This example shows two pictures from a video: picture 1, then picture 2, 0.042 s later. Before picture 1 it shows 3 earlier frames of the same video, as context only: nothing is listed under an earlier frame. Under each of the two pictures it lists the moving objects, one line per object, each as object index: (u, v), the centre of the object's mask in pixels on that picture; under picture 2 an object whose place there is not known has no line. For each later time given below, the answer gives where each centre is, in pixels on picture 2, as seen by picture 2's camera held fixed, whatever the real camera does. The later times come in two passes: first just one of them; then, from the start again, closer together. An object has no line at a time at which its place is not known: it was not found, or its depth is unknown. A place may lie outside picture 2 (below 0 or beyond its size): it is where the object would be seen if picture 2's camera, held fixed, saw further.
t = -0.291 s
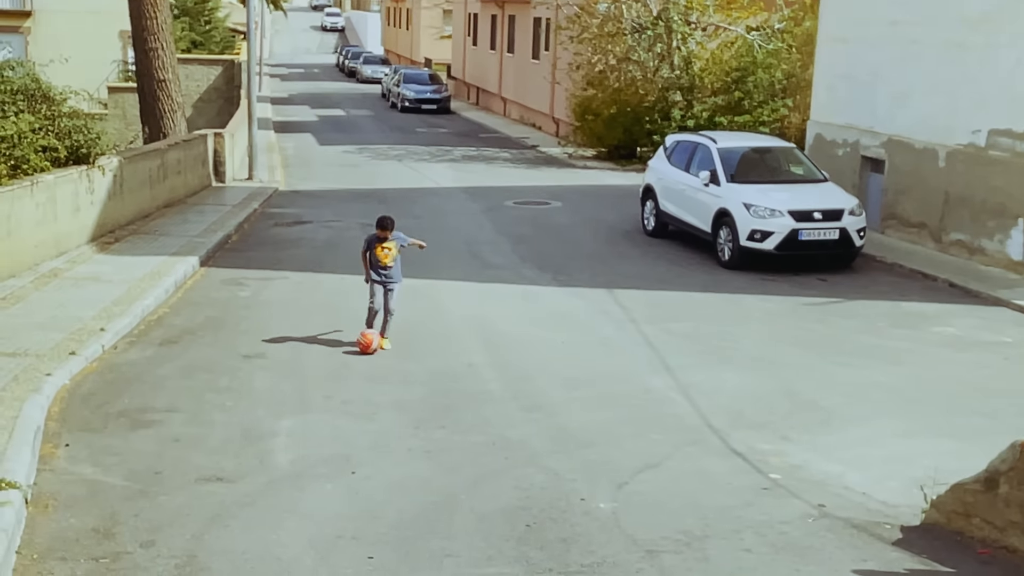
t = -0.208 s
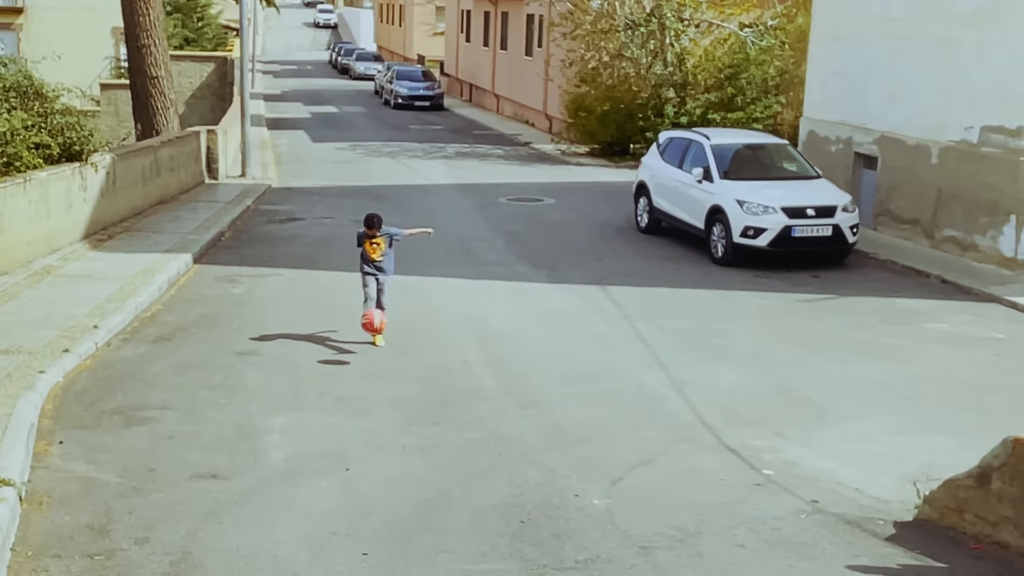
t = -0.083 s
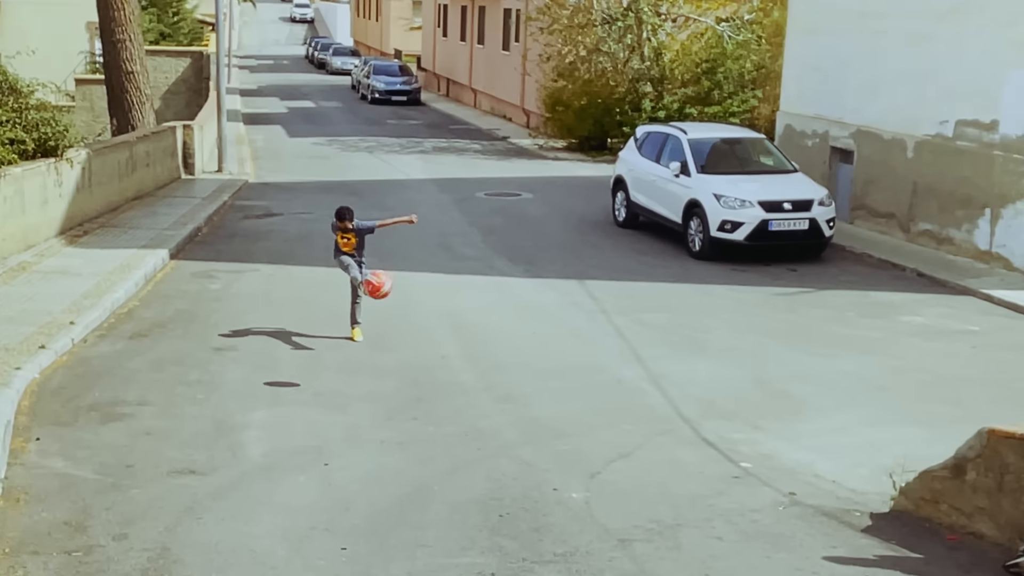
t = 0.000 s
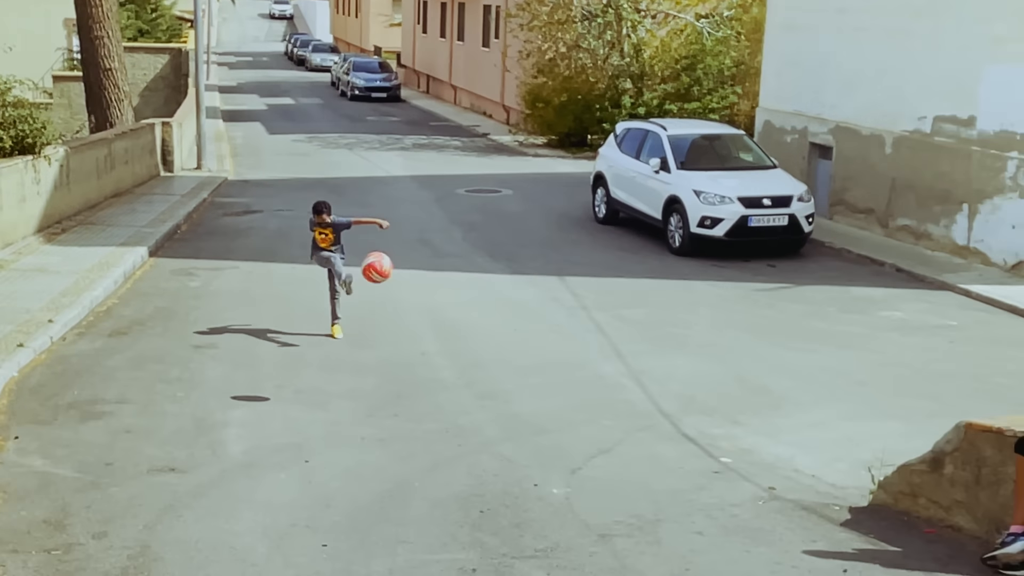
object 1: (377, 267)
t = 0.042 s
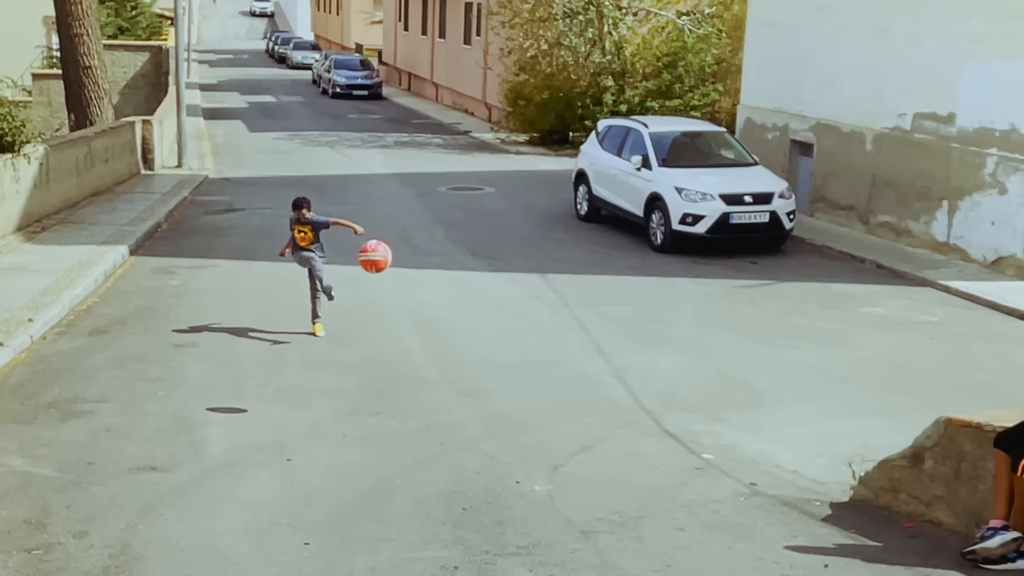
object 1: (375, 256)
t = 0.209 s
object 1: (434, 249)
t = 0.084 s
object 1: (386, 252)
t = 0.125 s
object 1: (405, 249)
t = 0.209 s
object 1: (434, 249)
